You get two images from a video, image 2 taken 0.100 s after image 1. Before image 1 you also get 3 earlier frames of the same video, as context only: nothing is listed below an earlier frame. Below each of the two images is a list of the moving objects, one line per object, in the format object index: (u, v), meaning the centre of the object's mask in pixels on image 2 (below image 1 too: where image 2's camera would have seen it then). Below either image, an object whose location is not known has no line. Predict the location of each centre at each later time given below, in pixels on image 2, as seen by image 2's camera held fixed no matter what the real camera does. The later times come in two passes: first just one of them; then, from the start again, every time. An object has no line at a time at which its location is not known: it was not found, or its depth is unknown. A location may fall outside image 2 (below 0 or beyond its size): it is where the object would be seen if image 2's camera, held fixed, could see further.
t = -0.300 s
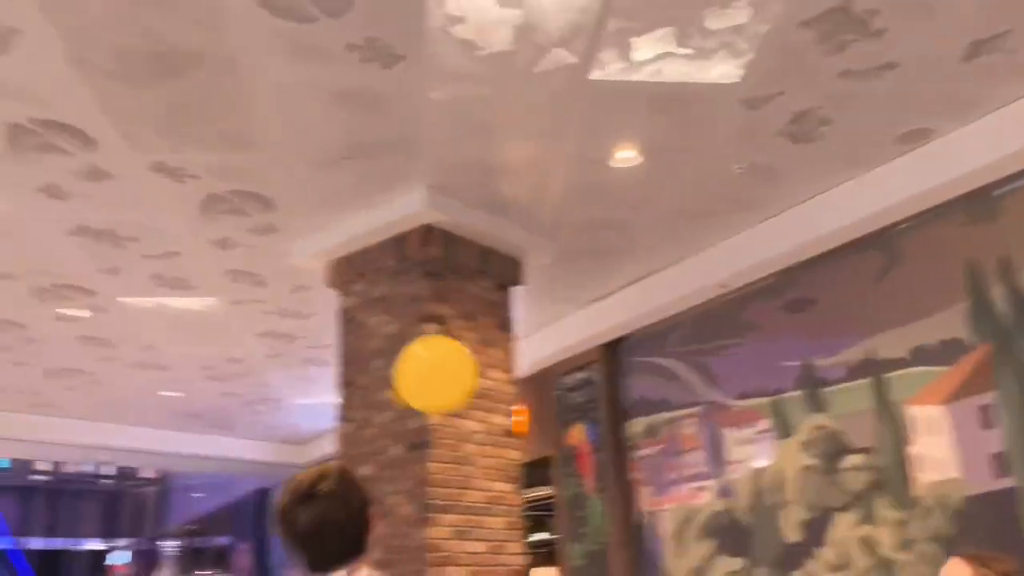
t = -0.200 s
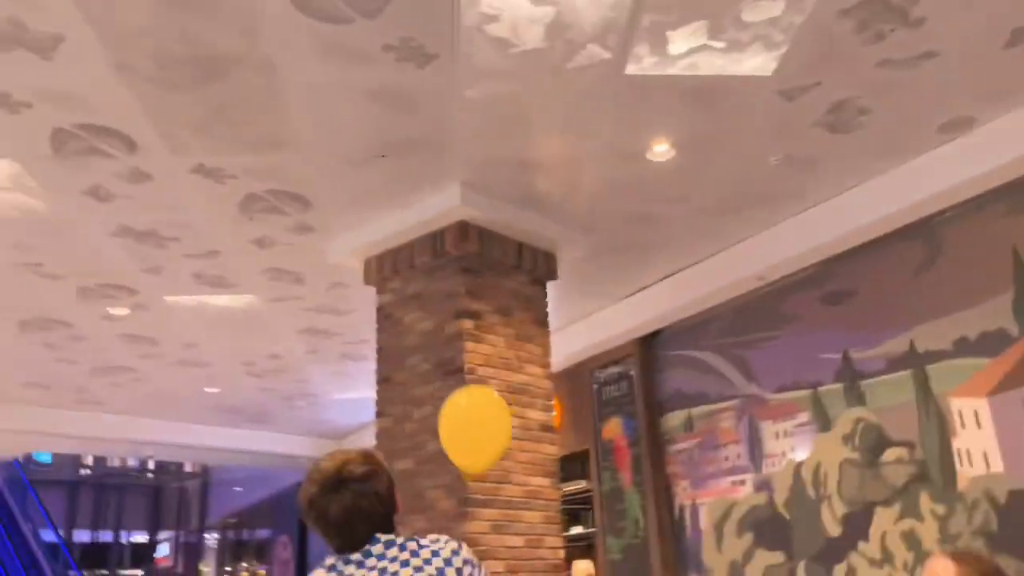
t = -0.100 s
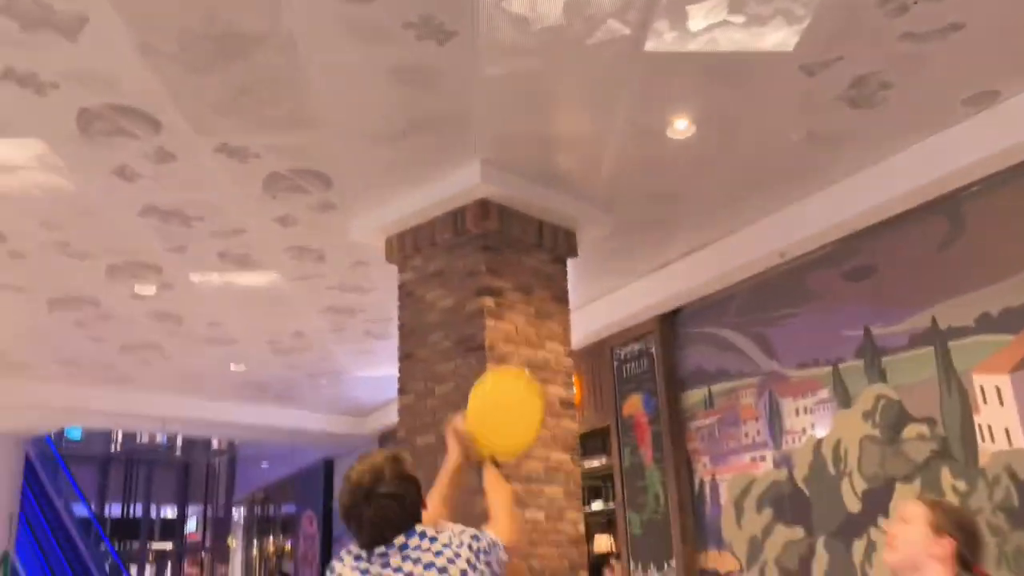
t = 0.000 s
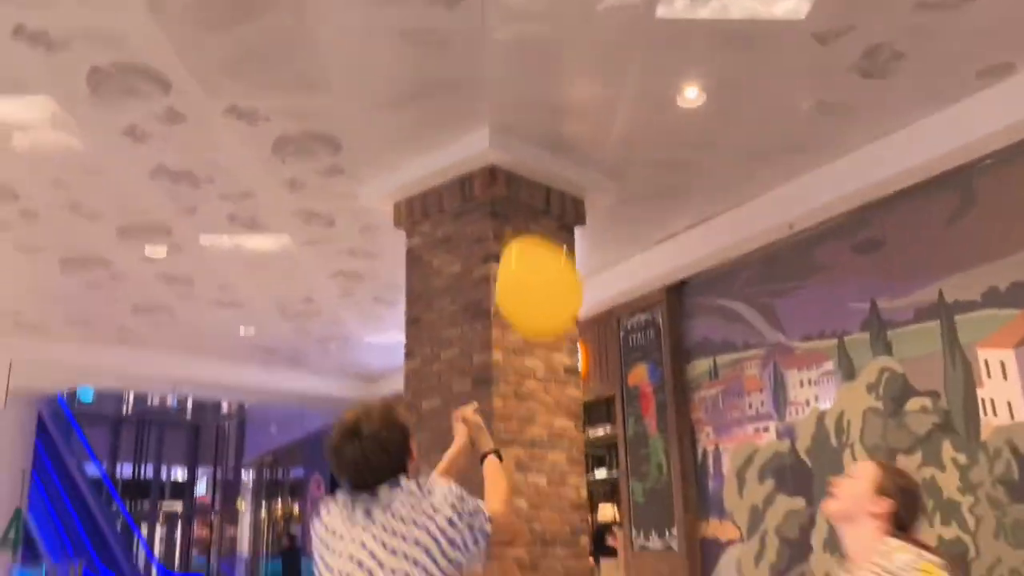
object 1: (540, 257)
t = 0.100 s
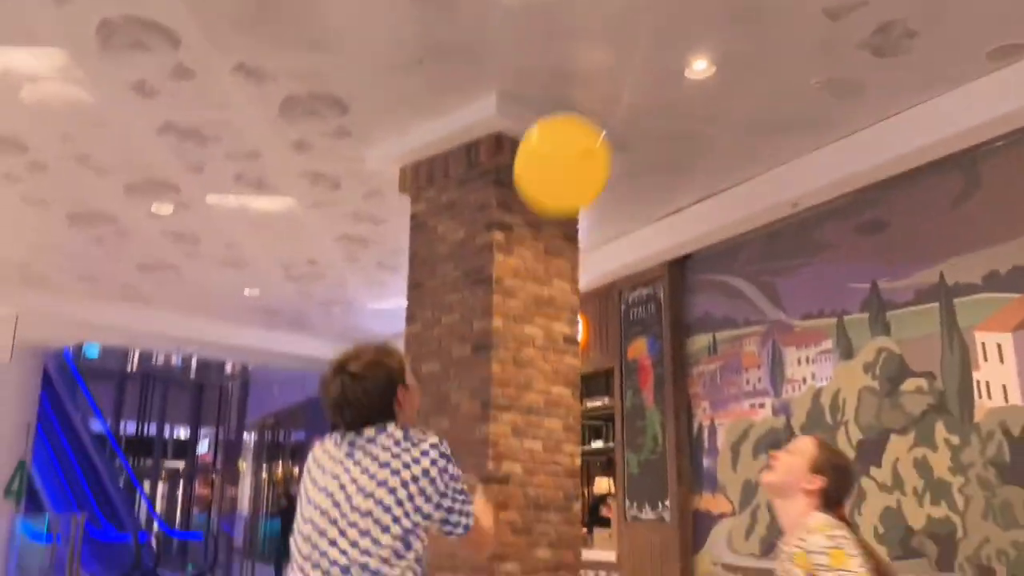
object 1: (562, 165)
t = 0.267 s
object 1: (628, 72)
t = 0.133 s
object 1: (572, 137)
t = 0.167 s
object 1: (584, 114)
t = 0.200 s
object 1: (596, 97)
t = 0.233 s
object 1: (611, 82)
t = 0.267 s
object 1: (628, 72)
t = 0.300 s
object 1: (647, 70)
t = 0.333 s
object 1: (667, 69)
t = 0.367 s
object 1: (684, 69)
